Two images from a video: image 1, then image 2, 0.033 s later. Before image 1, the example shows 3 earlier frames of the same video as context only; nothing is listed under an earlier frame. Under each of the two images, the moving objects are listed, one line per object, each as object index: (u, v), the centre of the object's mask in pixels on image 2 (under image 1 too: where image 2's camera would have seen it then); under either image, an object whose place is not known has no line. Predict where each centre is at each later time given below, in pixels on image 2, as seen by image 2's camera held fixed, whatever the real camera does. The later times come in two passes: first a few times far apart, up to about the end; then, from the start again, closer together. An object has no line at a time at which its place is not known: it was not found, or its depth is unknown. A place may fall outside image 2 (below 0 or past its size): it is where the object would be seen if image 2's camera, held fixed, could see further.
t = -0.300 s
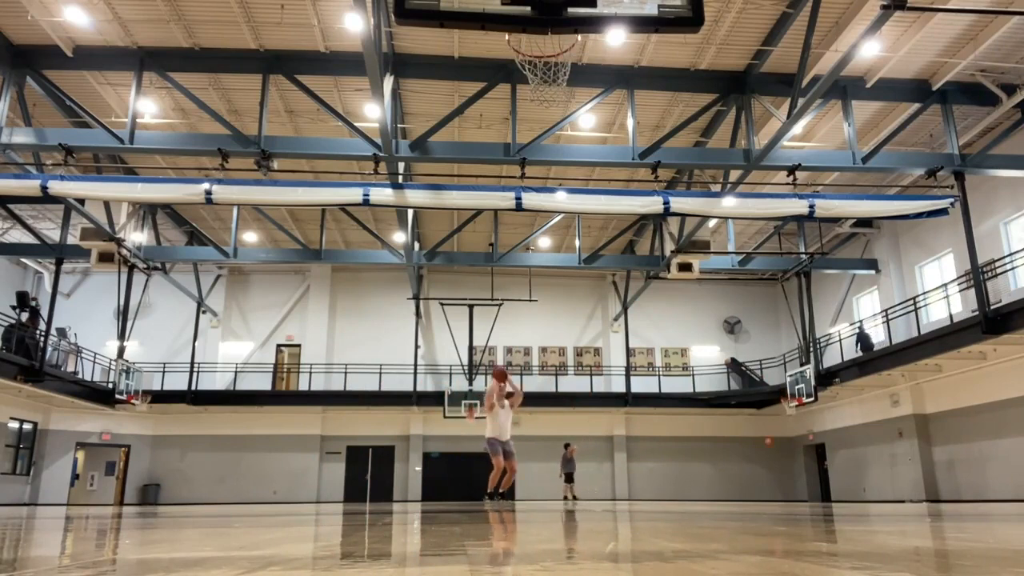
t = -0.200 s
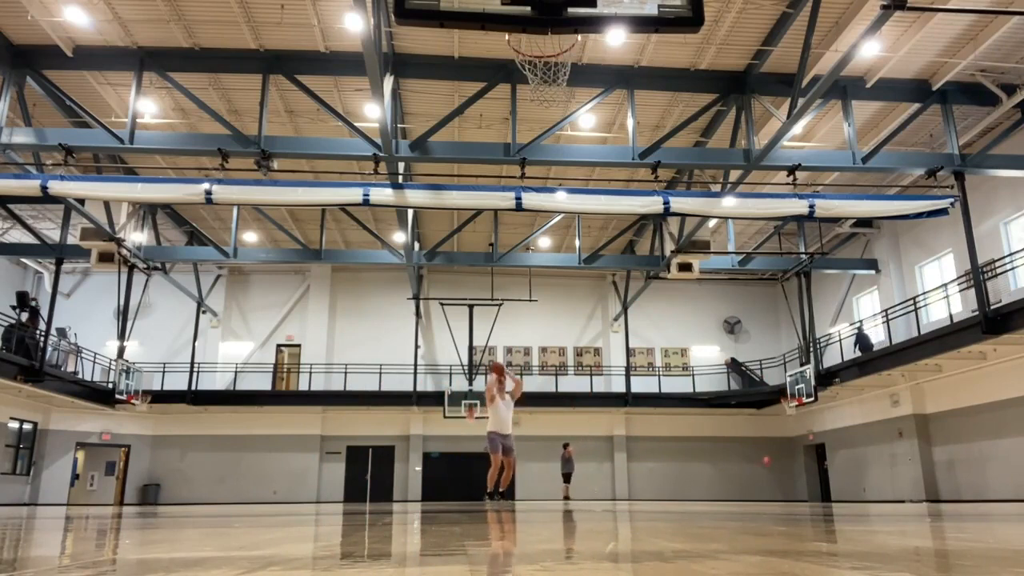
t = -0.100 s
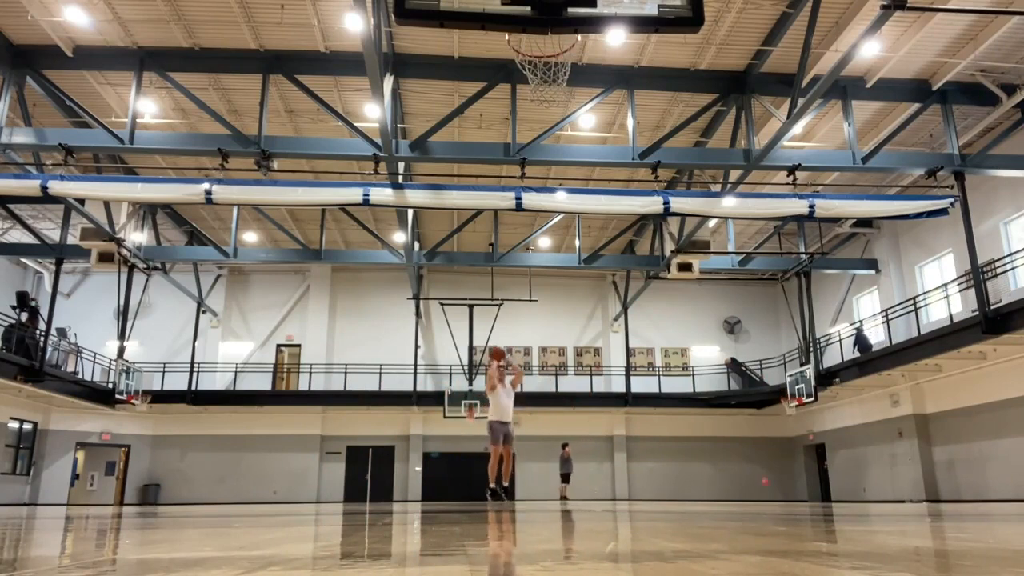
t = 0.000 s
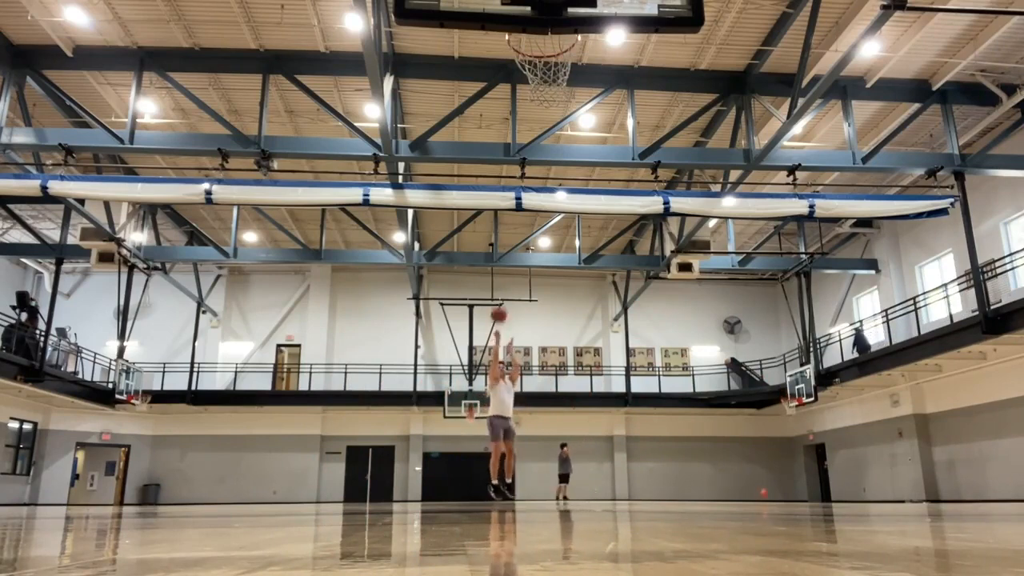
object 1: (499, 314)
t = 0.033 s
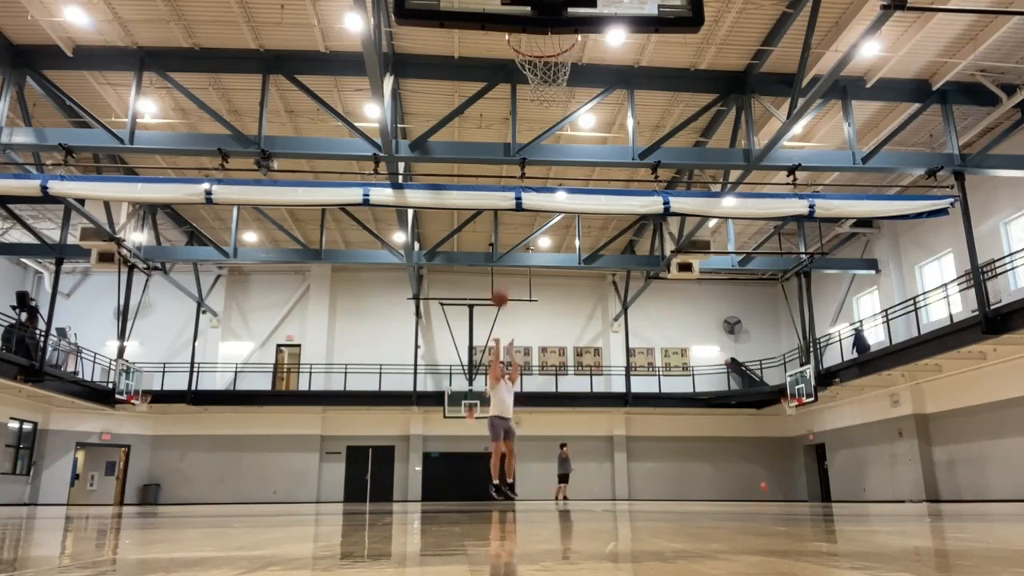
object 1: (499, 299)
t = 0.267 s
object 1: (506, 192)
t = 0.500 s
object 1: (516, 106)
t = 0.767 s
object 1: (530, 42)
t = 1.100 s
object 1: (550, 39)
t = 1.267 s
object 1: (524, 88)
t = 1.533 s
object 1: (547, 141)
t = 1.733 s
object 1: (569, 246)
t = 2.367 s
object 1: (642, 274)
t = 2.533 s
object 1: (663, 241)
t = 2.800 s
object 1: (703, 277)
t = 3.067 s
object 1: (759, 441)
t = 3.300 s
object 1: (788, 372)
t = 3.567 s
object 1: (824, 309)
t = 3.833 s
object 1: (877, 379)
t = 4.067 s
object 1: (928, 439)
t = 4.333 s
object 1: (970, 358)
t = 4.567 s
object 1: (1012, 412)
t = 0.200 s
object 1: (505, 220)
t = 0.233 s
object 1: (505, 207)
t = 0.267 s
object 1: (506, 192)
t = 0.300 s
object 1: (507, 178)
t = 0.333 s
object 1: (509, 165)
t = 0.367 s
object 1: (511, 155)
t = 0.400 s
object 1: (511, 142)
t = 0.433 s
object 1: (513, 129)
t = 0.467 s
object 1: (515, 118)
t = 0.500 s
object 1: (516, 106)
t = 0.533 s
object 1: (518, 95)
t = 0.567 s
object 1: (519, 86)
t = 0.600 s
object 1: (518, 77)
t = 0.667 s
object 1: (522, 57)
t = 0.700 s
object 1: (526, 48)
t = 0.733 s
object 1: (527, 45)
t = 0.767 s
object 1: (530, 42)
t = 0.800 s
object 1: (531, 39)
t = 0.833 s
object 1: (532, 37)
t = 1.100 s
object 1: (550, 39)
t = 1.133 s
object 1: (529, 50)
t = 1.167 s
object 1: (519, 67)
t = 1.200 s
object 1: (518, 76)
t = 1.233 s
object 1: (520, 85)
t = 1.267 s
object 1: (524, 88)
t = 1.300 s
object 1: (526, 90)
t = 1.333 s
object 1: (527, 93)
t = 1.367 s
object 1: (531, 98)
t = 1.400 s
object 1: (534, 103)
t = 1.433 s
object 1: (537, 110)
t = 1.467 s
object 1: (541, 118)
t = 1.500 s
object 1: (544, 128)
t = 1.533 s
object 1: (547, 141)
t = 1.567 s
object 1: (552, 155)
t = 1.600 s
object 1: (554, 170)
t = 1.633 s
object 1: (558, 186)
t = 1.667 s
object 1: (562, 202)
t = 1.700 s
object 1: (565, 225)
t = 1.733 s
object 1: (569, 246)
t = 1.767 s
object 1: (573, 270)
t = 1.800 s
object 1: (576, 295)
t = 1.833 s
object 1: (580, 320)
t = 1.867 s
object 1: (585, 349)
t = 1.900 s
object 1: (589, 382)
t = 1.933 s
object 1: (593, 412)
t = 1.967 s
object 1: (598, 448)
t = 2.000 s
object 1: (603, 485)
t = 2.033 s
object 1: (607, 468)
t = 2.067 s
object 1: (610, 440)
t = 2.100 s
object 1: (613, 412)
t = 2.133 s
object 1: (617, 390)
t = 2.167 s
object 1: (620, 367)
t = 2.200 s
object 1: (624, 347)
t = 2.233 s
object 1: (628, 328)
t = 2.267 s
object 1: (631, 313)
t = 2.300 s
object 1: (636, 298)
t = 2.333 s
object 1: (639, 286)
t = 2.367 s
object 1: (642, 274)
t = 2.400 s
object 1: (647, 263)
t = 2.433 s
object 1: (650, 255)
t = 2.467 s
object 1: (655, 250)
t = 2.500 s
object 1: (659, 244)
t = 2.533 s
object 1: (663, 241)
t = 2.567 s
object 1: (669, 239)
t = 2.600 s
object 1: (672, 240)
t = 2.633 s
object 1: (677, 242)
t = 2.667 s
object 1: (683, 245)
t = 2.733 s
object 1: (692, 257)
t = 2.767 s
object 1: (698, 265)
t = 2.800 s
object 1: (703, 277)
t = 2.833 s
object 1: (709, 290)
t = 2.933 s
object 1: (729, 338)
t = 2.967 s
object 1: (736, 362)
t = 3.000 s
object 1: (743, 387)
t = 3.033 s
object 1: (751, 411)
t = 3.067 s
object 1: (759, 441)
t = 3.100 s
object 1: (767, 474)
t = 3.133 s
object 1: (772, 479)
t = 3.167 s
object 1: (775, 455)
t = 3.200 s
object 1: (778, 430)
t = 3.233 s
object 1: (780, 408)
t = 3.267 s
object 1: (784, 389)
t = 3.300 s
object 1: (788, 372)
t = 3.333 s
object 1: (791, 357)
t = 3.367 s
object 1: (795, 344)
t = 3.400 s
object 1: (799, 333)
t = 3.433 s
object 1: (804, 324)
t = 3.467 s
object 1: (808, 318)
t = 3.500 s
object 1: (813, 313)
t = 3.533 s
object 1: (818, 310)
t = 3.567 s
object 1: (824, 309)
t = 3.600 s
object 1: (829, 311)
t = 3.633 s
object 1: (835, 314)
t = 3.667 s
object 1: (840, 319)
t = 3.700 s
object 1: (847, 326)
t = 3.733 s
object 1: (854, 337)
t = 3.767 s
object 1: (862, 349)
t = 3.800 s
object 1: (870, 363)
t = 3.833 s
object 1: (877, 379)
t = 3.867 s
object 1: (886, 397)
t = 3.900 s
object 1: (894, 419)
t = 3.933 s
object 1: (904, 445)
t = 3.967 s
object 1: (913, 471)
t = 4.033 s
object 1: (924, 460)
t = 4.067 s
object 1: (928, 439)
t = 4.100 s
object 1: (932, 420)
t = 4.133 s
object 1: (936, 404)
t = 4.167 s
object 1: (941, 390)
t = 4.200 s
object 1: (946, 379)
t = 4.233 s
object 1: (951, 371)
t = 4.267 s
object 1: (957, 364)
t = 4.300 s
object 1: (963, 360)
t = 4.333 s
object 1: (970, 358)
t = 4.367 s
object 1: (977, 359)
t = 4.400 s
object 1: (984, 362)
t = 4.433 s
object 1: (992, 368)
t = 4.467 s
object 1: (998, 375)
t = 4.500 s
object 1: (1003, 384)
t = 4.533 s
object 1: (1008, 397)
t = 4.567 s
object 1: (1012, 412)
